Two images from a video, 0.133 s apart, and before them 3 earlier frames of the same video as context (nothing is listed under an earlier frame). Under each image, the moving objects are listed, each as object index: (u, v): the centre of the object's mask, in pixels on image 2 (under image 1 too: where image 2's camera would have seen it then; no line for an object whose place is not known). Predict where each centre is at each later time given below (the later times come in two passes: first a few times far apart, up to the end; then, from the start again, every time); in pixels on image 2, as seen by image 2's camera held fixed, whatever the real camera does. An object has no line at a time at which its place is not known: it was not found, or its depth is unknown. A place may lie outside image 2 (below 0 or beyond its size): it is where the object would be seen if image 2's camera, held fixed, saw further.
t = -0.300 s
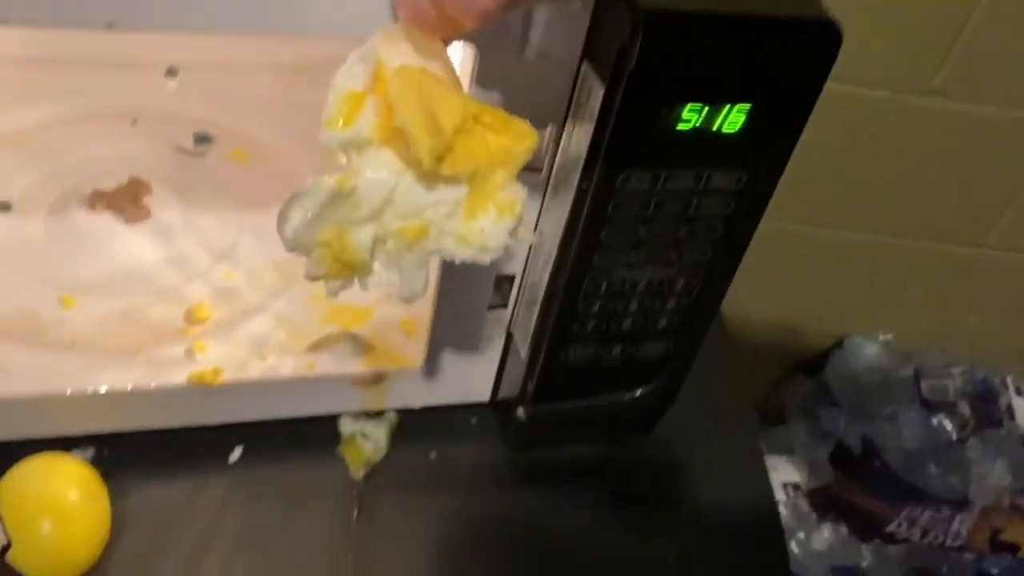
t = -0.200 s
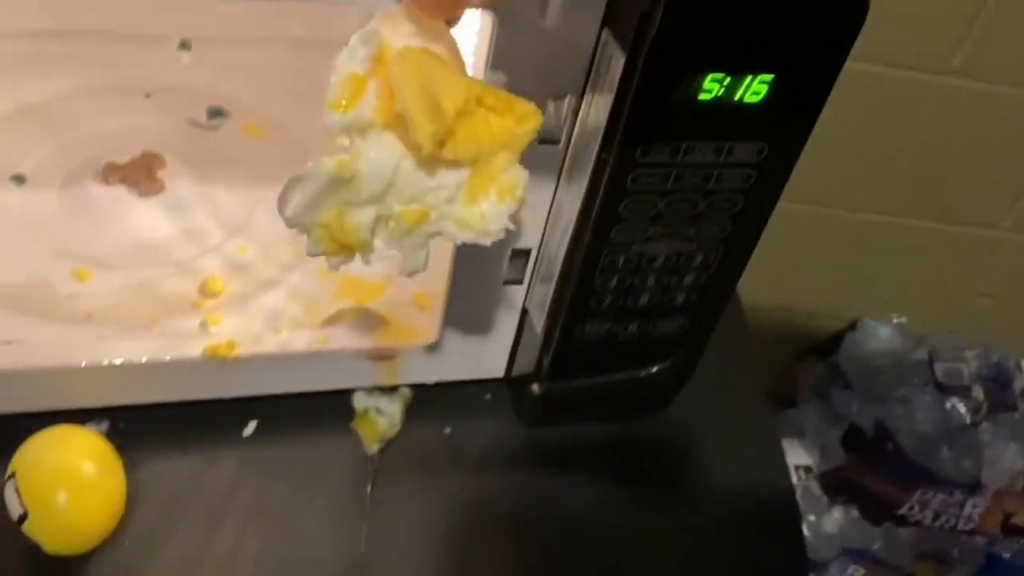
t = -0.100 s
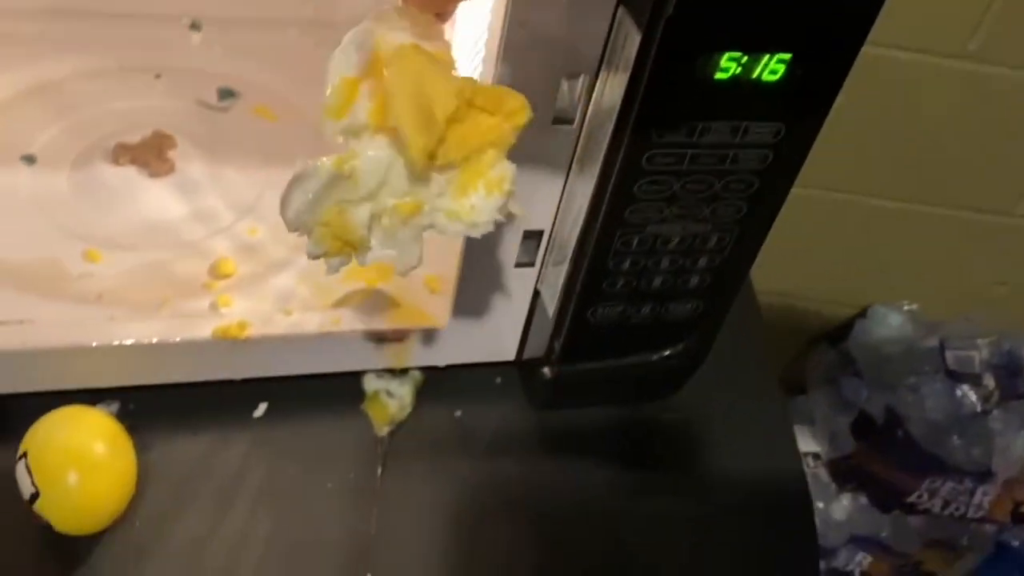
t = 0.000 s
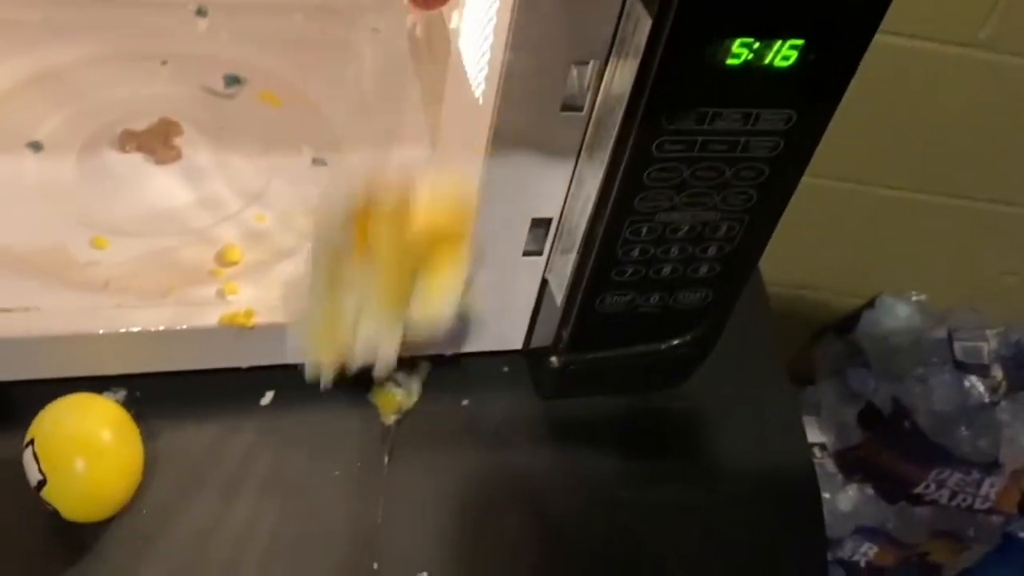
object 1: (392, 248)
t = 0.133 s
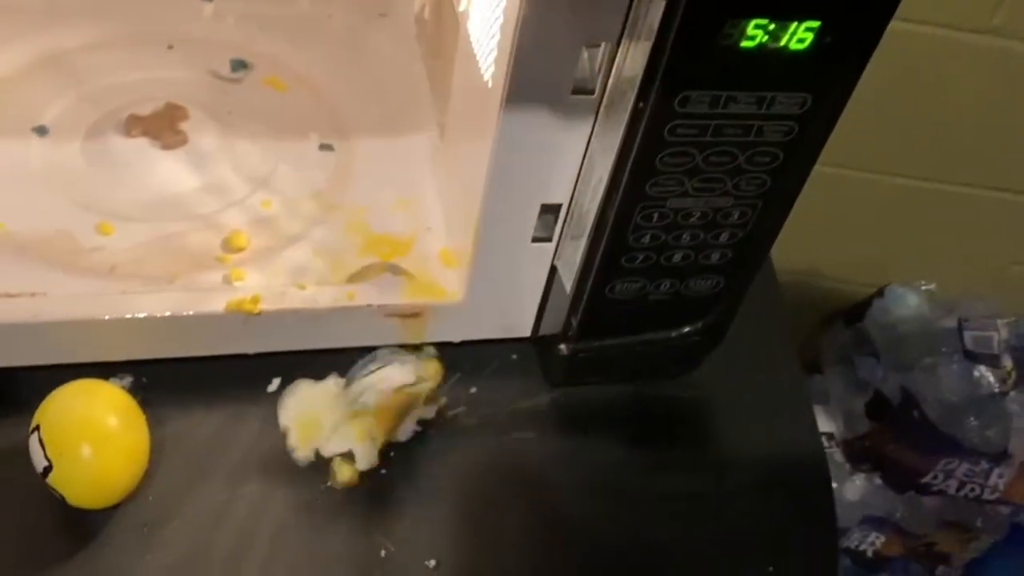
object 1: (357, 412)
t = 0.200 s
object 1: (372, 406)
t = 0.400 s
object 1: (380, 386)
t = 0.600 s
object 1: (382, 386)
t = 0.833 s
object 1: (382, 386)
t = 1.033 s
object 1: (382, 386)
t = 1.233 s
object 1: (382, 386)
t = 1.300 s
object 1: (382, 387)
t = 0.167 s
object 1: (366, 402)
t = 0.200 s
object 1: (372, 406)
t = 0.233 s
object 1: (374, 398)
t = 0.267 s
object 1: (383, 389)
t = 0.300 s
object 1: (382, 388)
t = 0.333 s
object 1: (380, 387)
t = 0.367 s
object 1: (379, 385)
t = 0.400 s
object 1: (380, 386)
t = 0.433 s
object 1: (381, 386)
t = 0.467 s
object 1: (381, 386)
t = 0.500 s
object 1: (381, 386)
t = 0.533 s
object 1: (381, 386)
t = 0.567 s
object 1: (382, 386)
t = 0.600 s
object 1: (382, 386)
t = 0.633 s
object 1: (382, 386)
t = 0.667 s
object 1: (382, 386)
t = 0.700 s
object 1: (382, 386)
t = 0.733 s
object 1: (382, 386)
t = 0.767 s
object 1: (382, 386)
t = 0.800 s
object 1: (382, 386)
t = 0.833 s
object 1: (382, 386)
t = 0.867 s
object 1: (382, 386)
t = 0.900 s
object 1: (382, 386)
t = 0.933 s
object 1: (382, 386)
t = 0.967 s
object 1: (382, 386)
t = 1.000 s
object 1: (382, 386)
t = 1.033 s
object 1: (382, 386)
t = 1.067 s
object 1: (382, 386)
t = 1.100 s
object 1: (382, 386)
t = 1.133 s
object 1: (382, 386)
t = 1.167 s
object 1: (382, 387)
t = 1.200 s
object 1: (381, 386)
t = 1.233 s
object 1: (382, 386)
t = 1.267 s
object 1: (382, 386)
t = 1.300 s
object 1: (382, 387)
